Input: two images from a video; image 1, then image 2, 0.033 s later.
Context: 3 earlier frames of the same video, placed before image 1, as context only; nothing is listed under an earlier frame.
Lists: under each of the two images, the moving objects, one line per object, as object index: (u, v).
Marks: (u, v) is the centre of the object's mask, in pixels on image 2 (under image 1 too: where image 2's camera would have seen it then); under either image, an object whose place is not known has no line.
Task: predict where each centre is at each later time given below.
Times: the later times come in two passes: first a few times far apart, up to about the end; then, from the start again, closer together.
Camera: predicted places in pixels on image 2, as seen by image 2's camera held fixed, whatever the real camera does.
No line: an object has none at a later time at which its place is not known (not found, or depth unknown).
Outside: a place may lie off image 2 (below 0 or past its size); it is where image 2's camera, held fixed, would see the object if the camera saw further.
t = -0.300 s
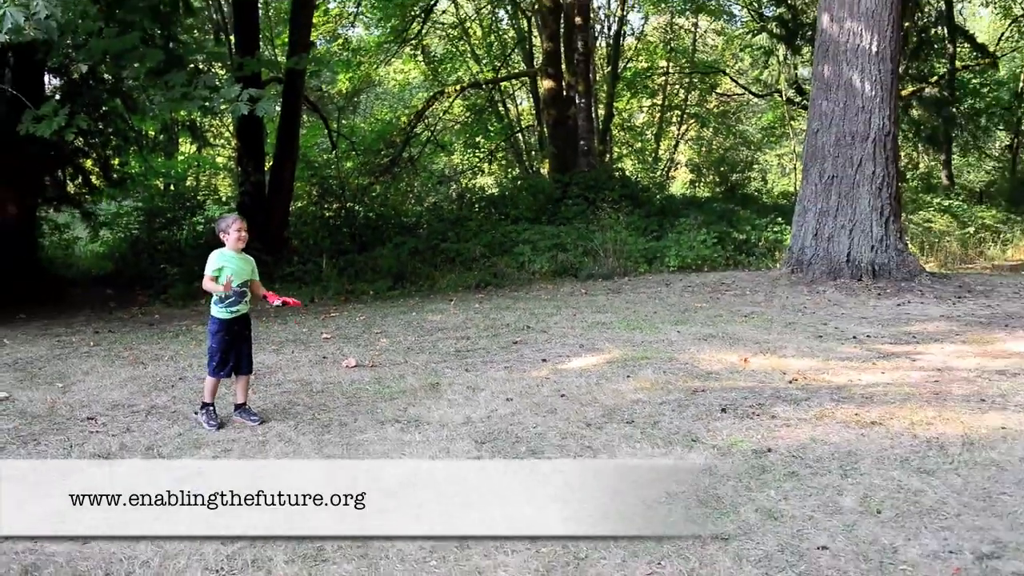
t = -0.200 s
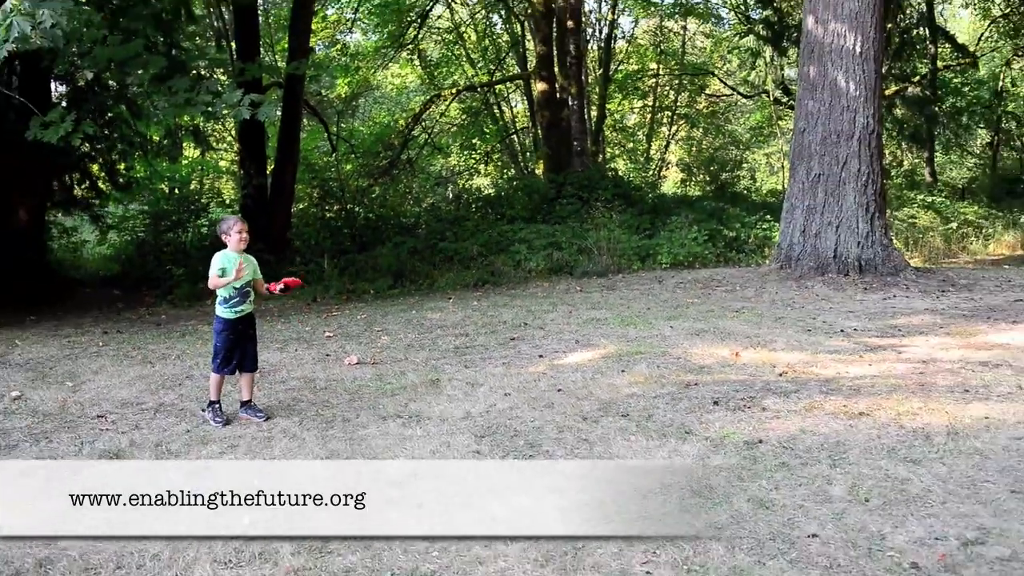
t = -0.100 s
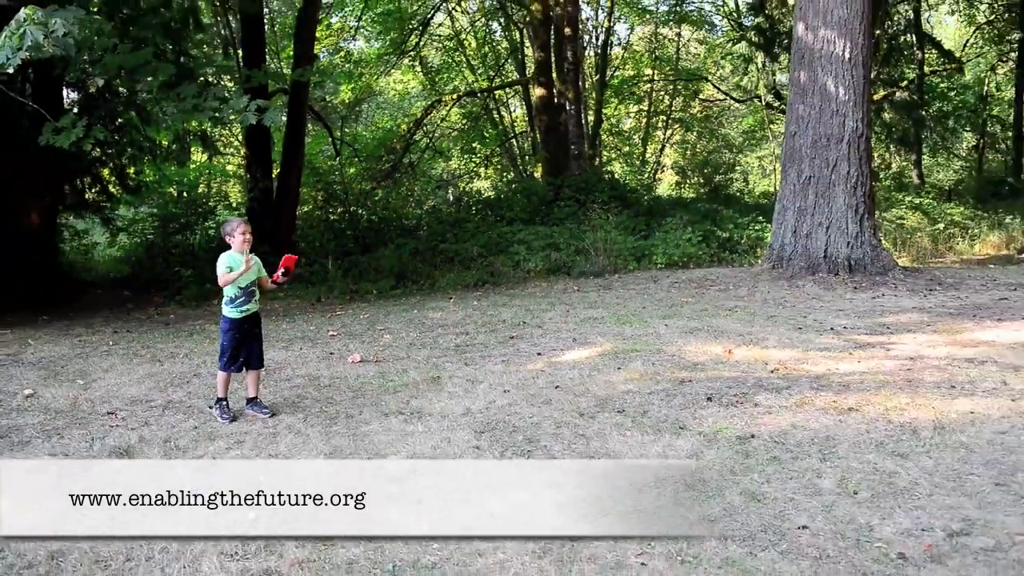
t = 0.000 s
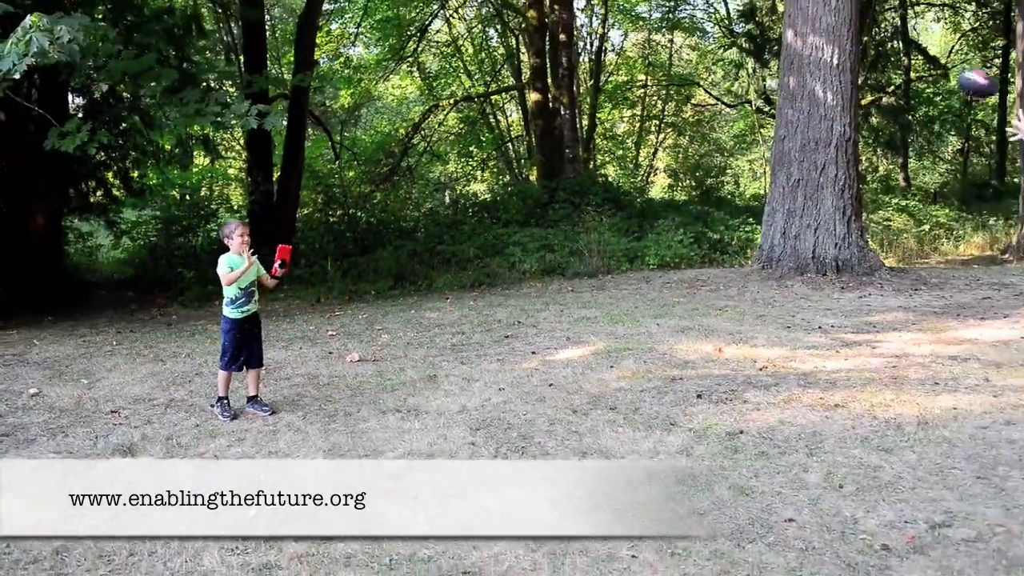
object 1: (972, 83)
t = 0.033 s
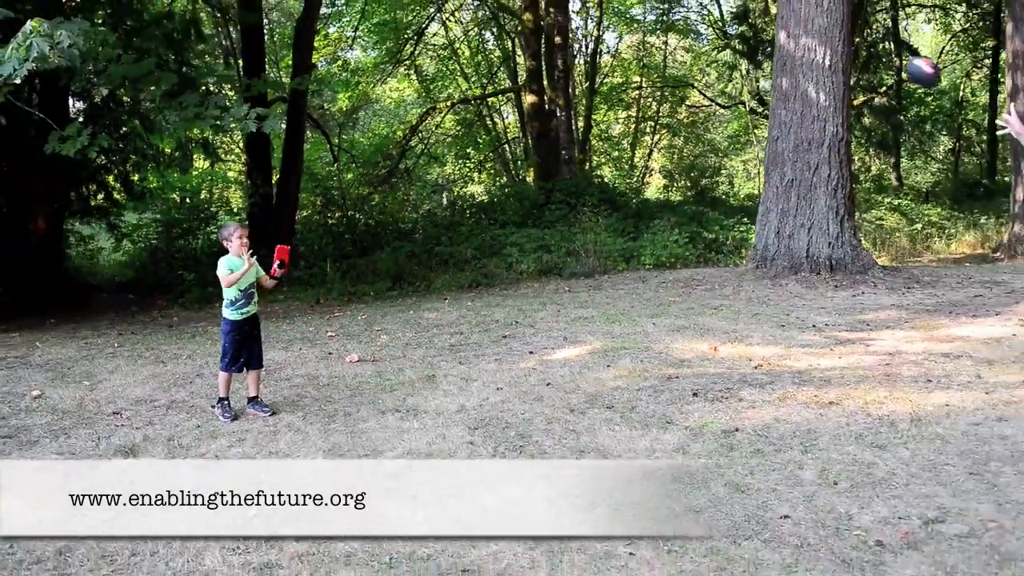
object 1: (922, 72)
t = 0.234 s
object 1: (679, 57)
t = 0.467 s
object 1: (465, 122)
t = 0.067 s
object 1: (874, 63)
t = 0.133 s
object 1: (792, 54)
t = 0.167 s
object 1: (754, 52)
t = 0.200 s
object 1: (716, 53)
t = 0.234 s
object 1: (679, 57)
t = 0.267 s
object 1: (645, 62)
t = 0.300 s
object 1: (612, 67)
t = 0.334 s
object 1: (580, 73)
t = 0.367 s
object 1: (550, 85)
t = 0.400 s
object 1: (520, 95)
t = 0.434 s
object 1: (492, 108)
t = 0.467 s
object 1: (465, 122)
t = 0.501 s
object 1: (439, 136)
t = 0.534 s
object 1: (415, 153)
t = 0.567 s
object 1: (390, 168)
